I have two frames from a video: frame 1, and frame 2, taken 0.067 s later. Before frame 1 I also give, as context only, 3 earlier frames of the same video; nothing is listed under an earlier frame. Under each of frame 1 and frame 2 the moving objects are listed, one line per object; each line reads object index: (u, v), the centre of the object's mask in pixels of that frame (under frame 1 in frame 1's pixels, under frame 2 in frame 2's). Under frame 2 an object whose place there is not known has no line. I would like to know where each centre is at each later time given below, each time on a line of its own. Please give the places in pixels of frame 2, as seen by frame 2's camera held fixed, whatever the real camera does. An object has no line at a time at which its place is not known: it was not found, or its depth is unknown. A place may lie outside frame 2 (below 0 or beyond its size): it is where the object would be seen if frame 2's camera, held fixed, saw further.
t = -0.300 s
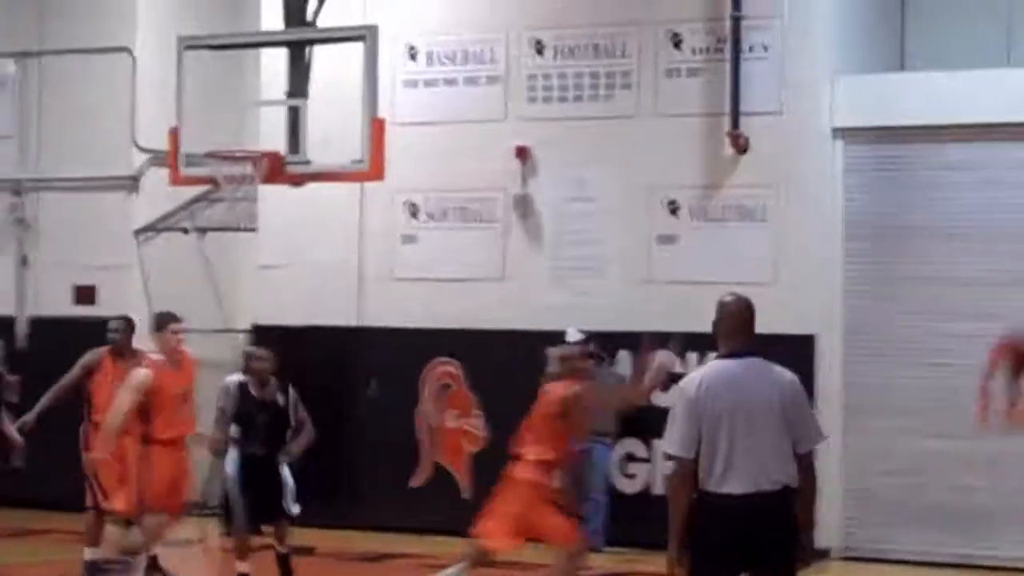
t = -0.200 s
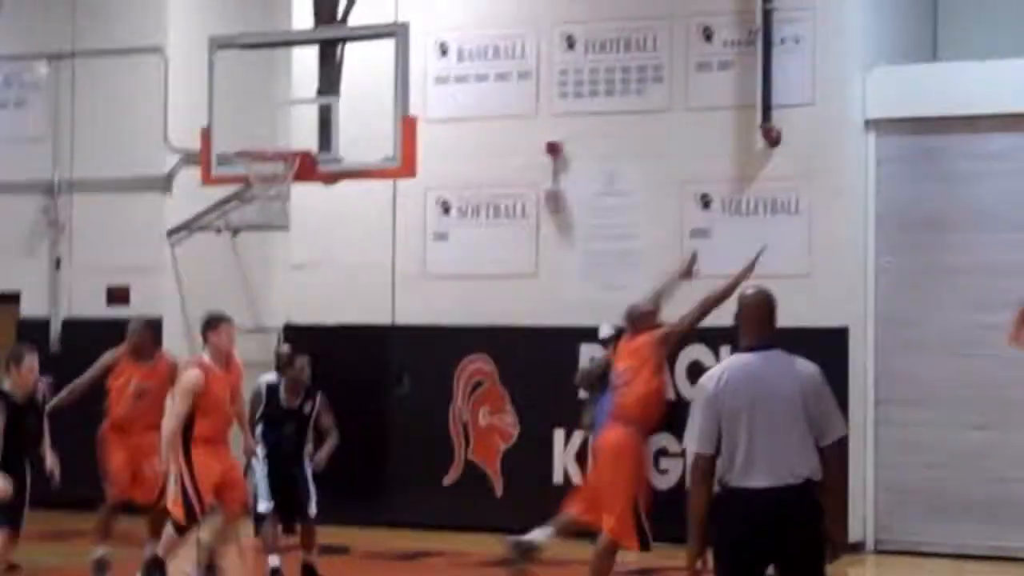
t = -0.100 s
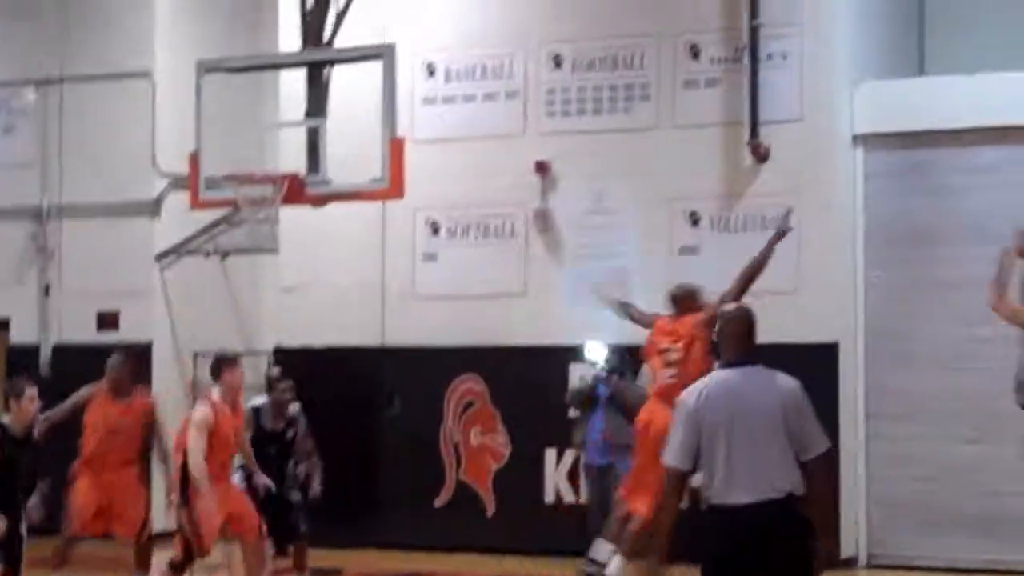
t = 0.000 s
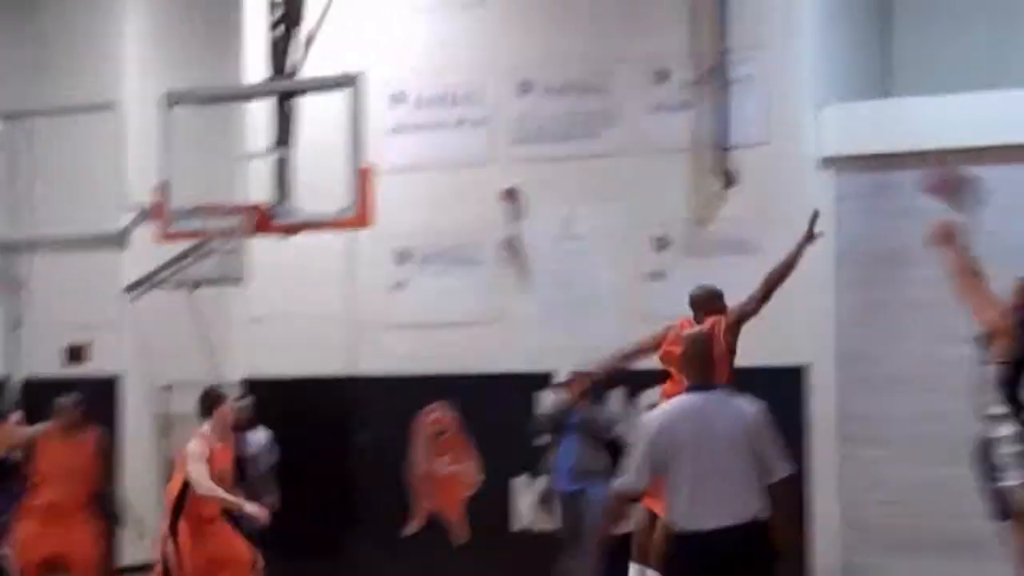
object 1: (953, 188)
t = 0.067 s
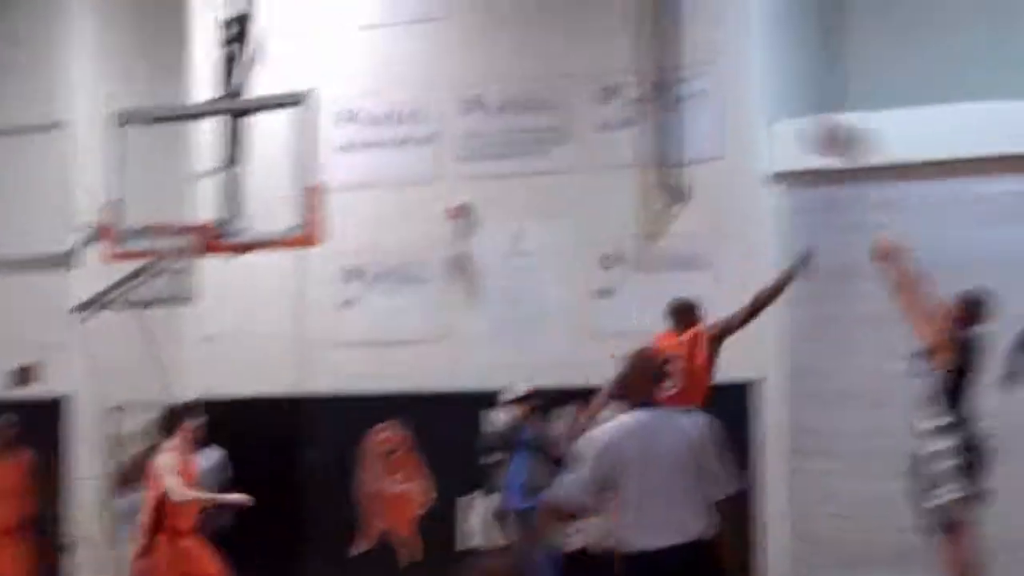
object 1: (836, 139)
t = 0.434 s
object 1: (550, -15)
